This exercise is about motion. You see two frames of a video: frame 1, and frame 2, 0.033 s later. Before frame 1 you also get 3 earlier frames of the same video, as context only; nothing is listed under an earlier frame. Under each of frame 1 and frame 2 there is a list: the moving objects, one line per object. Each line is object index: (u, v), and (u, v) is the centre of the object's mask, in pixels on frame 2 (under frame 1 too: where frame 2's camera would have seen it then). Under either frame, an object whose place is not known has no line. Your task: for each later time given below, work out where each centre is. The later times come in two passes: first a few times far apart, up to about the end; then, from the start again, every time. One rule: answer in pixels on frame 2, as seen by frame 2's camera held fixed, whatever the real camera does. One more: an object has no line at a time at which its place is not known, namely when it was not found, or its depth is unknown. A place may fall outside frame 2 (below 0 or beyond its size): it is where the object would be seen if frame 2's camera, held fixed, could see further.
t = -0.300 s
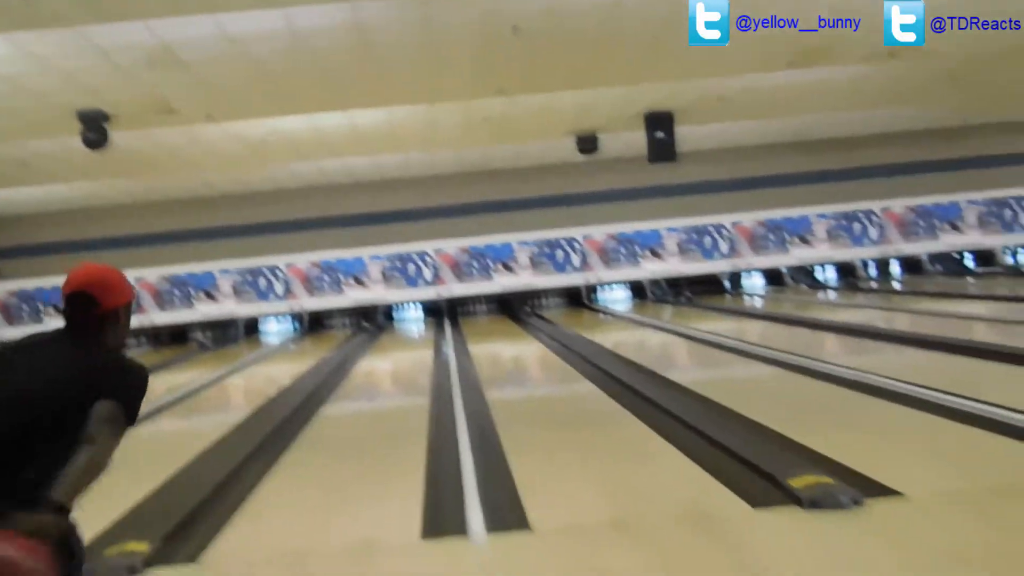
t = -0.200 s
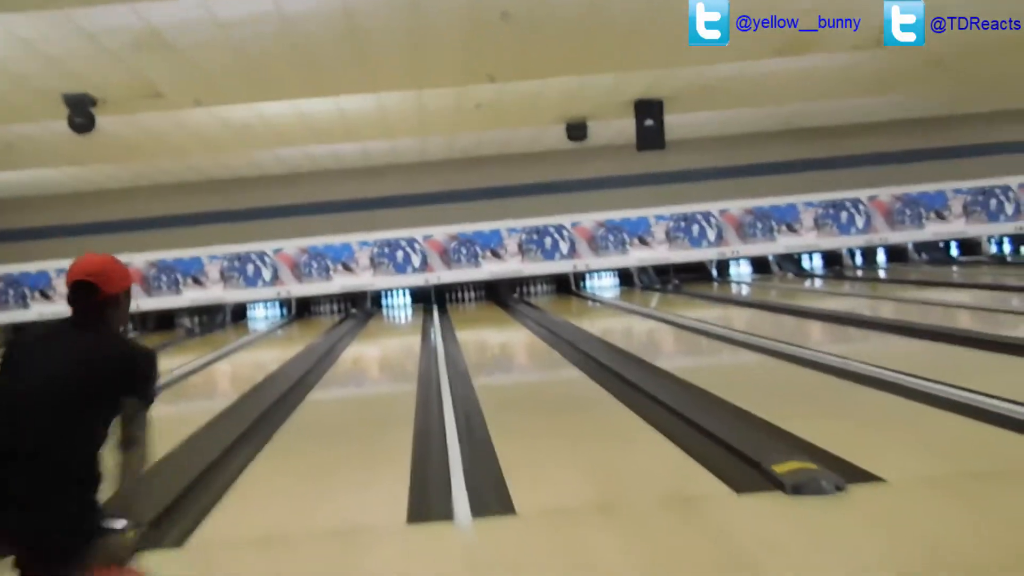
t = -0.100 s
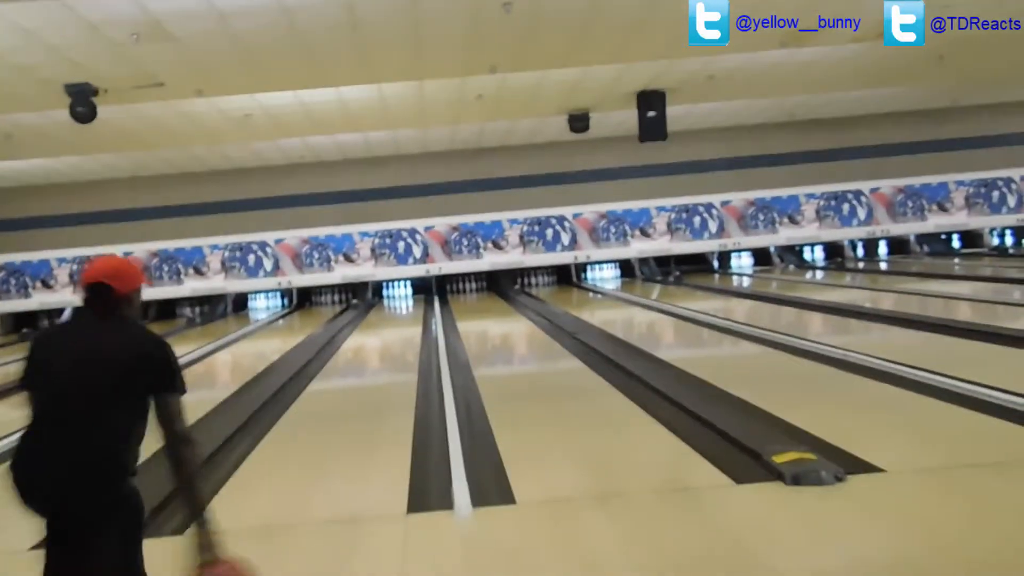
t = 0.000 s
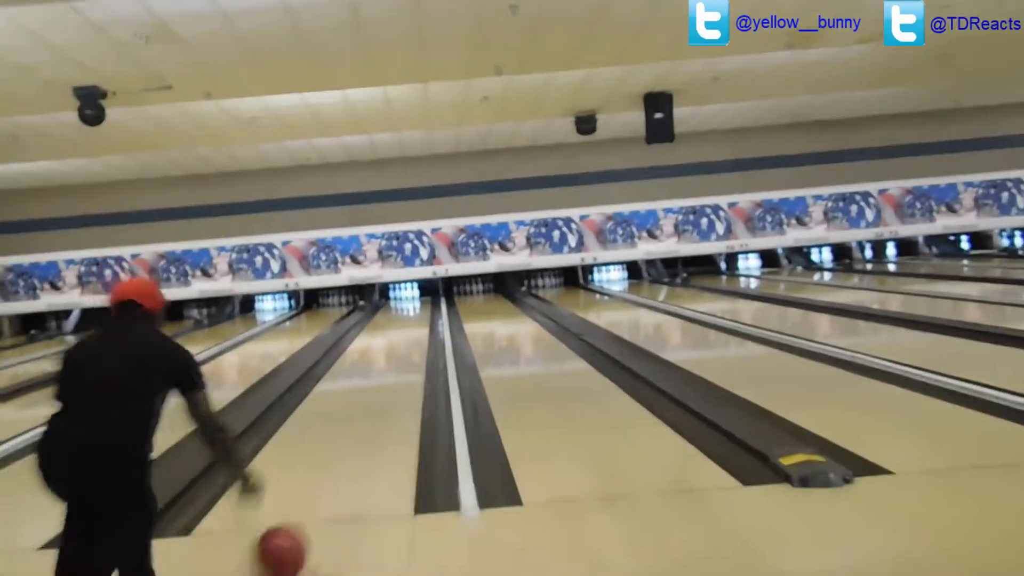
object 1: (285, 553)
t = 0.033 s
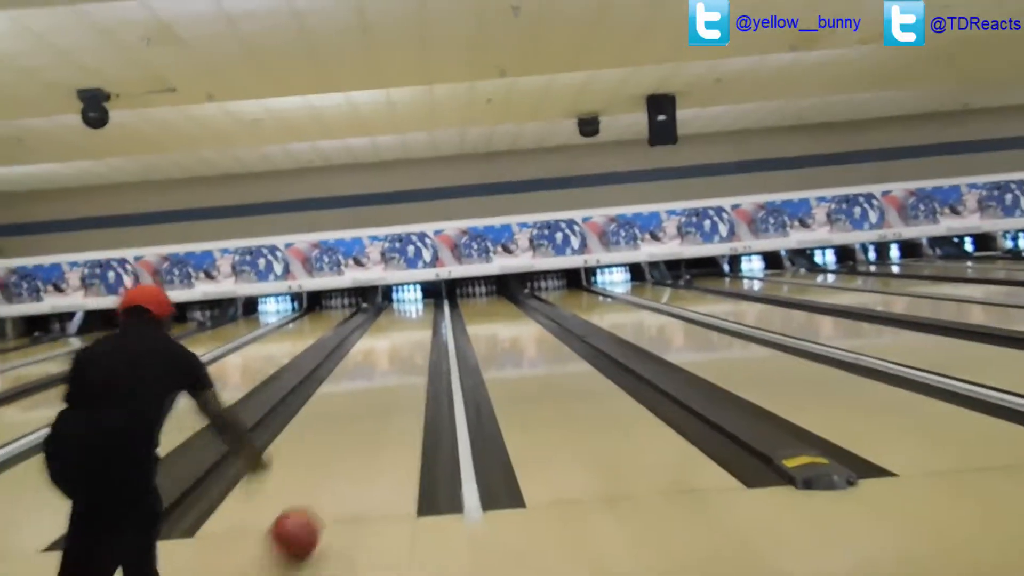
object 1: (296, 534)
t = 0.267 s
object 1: (344, 445)
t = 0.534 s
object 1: (372, 394)
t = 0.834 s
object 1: (389, 361)
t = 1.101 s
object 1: (398, 343)
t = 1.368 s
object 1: (406, 329)
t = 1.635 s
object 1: (410, 320)
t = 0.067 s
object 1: (305, 516)
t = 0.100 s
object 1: (314, 502)
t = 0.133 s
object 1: (321, 488)
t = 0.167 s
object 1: (328, 476)
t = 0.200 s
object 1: (334, 464)
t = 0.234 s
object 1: (339, 454)
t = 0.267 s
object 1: (344, 445)
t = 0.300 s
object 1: (349, 437)
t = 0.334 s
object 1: (353, 429)
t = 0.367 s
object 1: (356, 422)
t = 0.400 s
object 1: (360, 415)
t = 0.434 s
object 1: (363, 409)
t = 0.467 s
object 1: (366, 404)
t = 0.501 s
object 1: (369, 399)
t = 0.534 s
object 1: (372, 394)
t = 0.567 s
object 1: (374, 390)
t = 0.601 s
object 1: (376, 385)
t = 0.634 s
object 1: (379, 381)
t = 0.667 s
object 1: (380, 378)
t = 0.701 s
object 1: (382, 374)
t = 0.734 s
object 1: (384, 370)
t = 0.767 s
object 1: (386, 367)
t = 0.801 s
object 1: (388, 364)
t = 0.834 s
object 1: (389, 361)
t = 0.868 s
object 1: (391, 359)
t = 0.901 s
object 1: (392, 357)
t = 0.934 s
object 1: (393, 354)
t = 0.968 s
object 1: (394, 352)
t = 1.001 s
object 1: (395, 349)
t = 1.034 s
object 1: (396, 347)
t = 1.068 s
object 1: (398, 345)
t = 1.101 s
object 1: (398, 343)
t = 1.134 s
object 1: (399, 341)
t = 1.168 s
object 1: (400, 339)
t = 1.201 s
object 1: (401, 337)
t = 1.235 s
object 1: (402, 335)
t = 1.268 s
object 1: (403, 333)
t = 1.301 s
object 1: (404, 332)
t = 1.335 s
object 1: (404, 330)
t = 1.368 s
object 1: (406, 329)
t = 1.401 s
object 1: (406, 328)
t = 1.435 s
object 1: (407, 327)
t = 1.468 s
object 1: (407, 325)
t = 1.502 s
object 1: (408, 324)
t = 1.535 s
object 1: (408, 323)
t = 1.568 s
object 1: (409, 322)
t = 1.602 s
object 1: (409, 321)
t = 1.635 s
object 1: (410, 320)
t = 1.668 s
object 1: (410, 319)
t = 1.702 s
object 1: (411, 318)
